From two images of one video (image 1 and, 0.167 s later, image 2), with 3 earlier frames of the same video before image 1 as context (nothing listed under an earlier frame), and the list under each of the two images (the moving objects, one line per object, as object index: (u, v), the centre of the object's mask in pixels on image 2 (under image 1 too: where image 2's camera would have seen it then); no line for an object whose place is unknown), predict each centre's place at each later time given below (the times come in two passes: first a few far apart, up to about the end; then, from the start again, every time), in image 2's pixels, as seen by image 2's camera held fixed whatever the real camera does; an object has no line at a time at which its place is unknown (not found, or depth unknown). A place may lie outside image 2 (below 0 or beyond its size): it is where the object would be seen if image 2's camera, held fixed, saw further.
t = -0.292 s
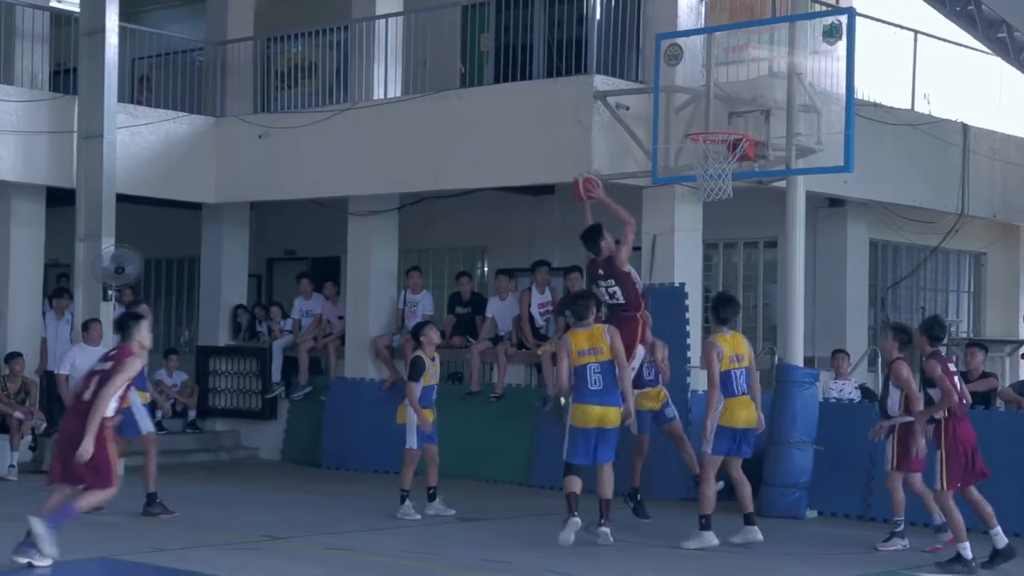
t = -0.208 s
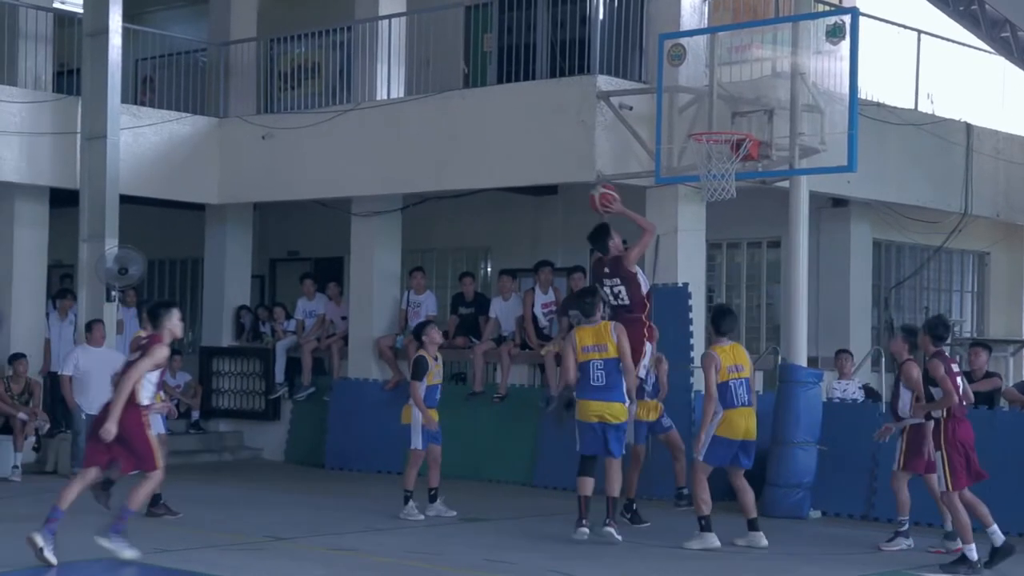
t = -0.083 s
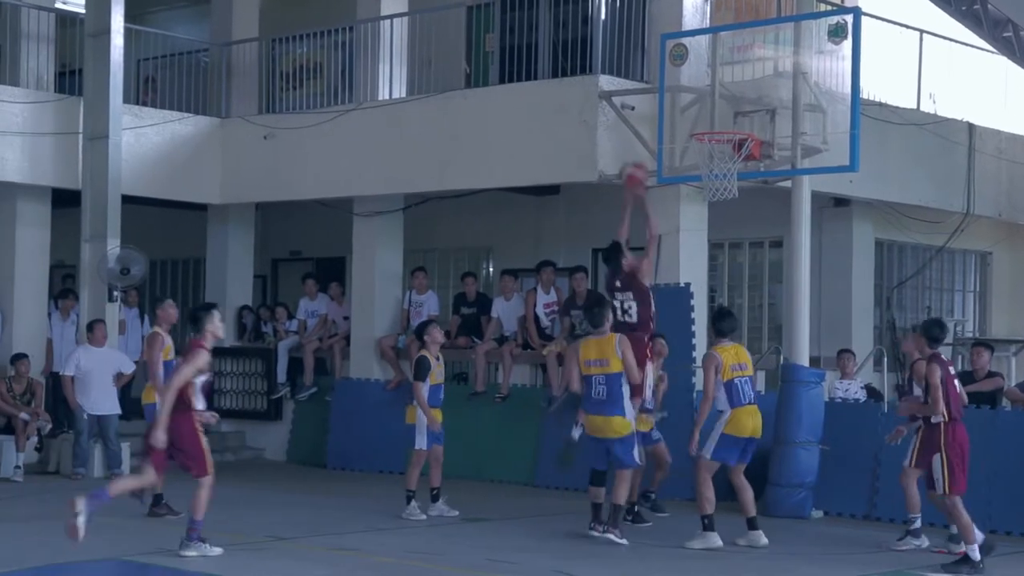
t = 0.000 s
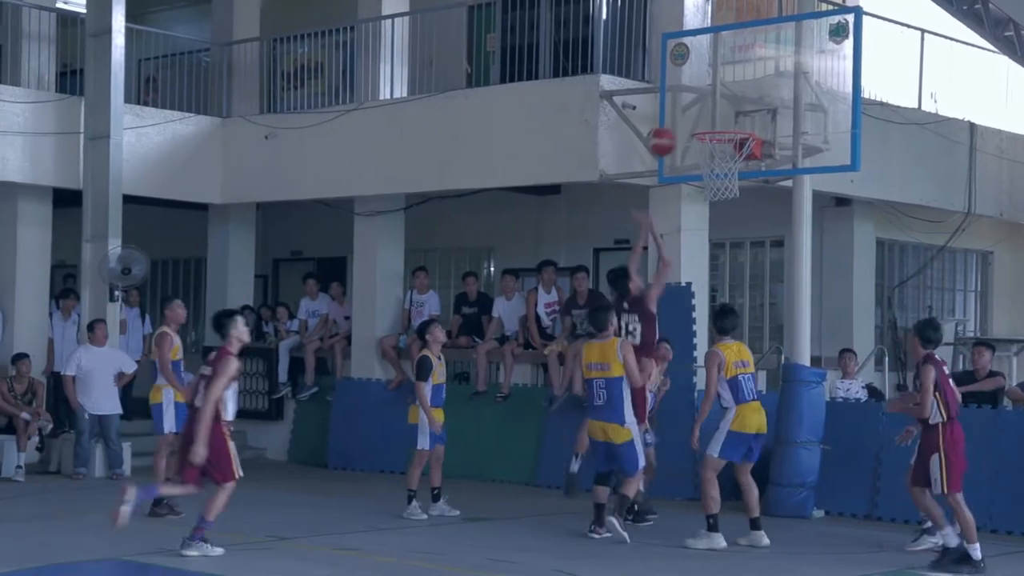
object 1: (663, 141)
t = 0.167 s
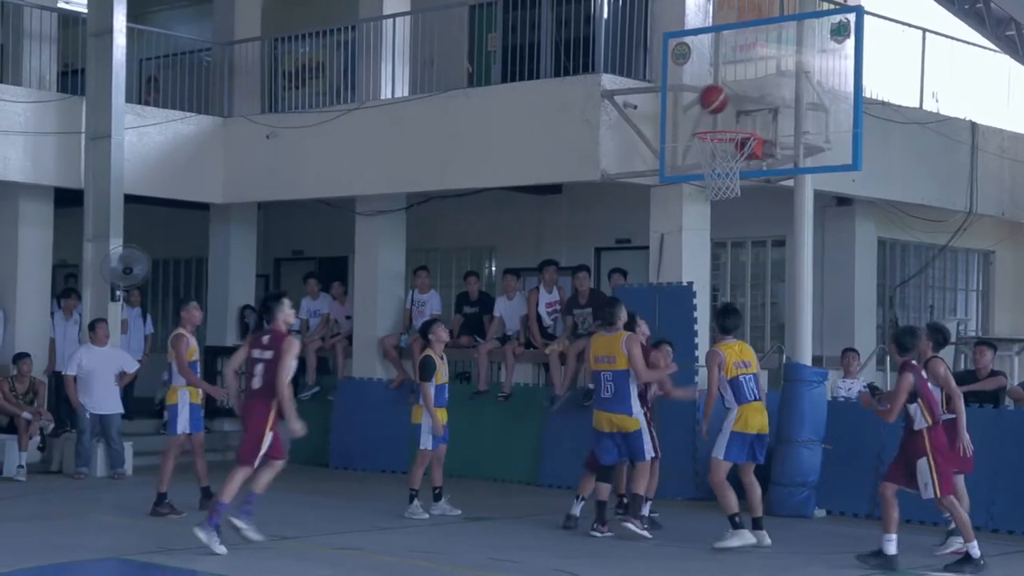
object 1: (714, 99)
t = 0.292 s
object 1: (725, 92)
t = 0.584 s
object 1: (725, 141)
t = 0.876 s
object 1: (738, 189)
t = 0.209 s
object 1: (724, 94)
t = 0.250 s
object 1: (725, 92)
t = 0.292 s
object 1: (725, 92)
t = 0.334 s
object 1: (723, 95)
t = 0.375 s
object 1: (722, 99)
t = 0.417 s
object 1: (720, 107)
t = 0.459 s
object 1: (719, 114)
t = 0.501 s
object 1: (717, 123)
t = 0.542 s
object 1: (719, 128)
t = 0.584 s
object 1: (725, 141)
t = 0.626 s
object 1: (729, 149)
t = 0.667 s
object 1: (735, 155)
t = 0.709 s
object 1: (736, 163)
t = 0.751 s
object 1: (741, 162)
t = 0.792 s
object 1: (739, 170)
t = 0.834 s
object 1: (740, 178)
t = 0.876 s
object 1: (738, 189)
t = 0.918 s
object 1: (738, 198)
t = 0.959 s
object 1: (738, 206)
